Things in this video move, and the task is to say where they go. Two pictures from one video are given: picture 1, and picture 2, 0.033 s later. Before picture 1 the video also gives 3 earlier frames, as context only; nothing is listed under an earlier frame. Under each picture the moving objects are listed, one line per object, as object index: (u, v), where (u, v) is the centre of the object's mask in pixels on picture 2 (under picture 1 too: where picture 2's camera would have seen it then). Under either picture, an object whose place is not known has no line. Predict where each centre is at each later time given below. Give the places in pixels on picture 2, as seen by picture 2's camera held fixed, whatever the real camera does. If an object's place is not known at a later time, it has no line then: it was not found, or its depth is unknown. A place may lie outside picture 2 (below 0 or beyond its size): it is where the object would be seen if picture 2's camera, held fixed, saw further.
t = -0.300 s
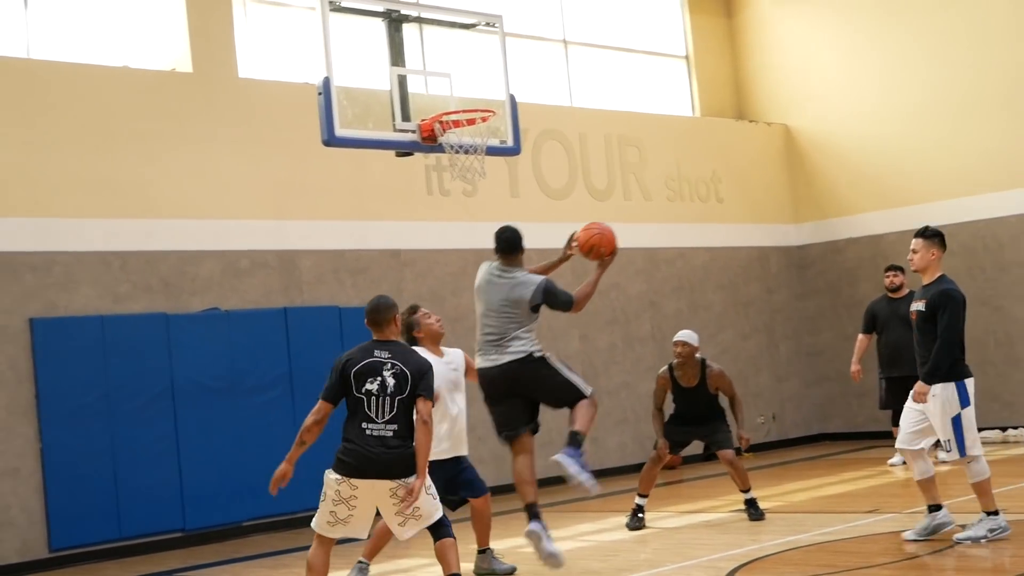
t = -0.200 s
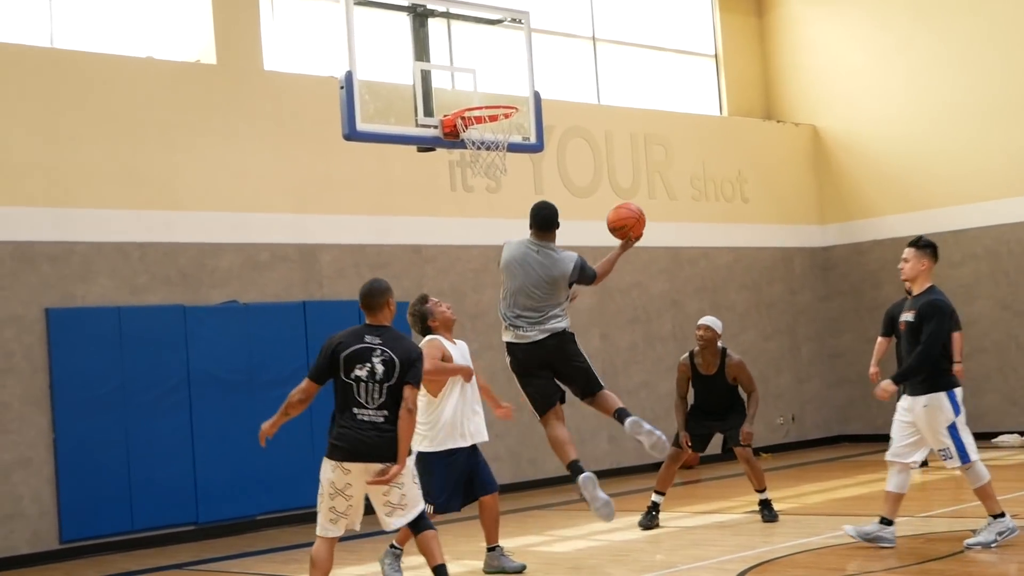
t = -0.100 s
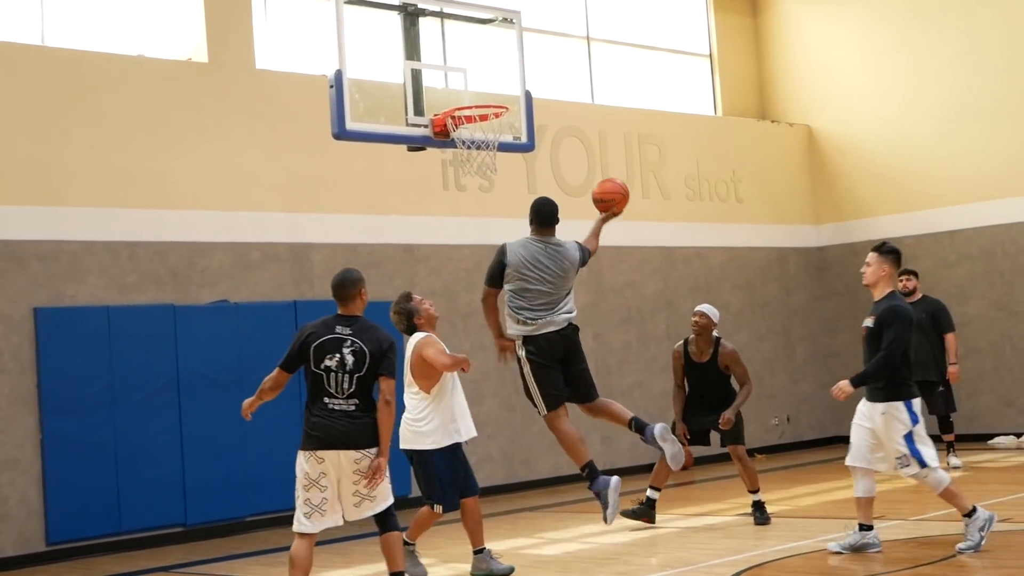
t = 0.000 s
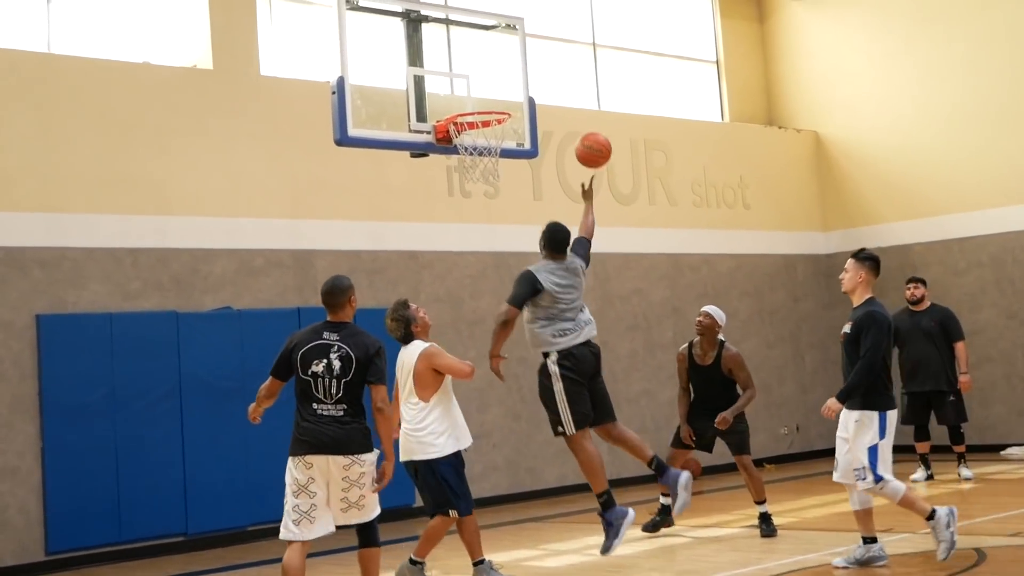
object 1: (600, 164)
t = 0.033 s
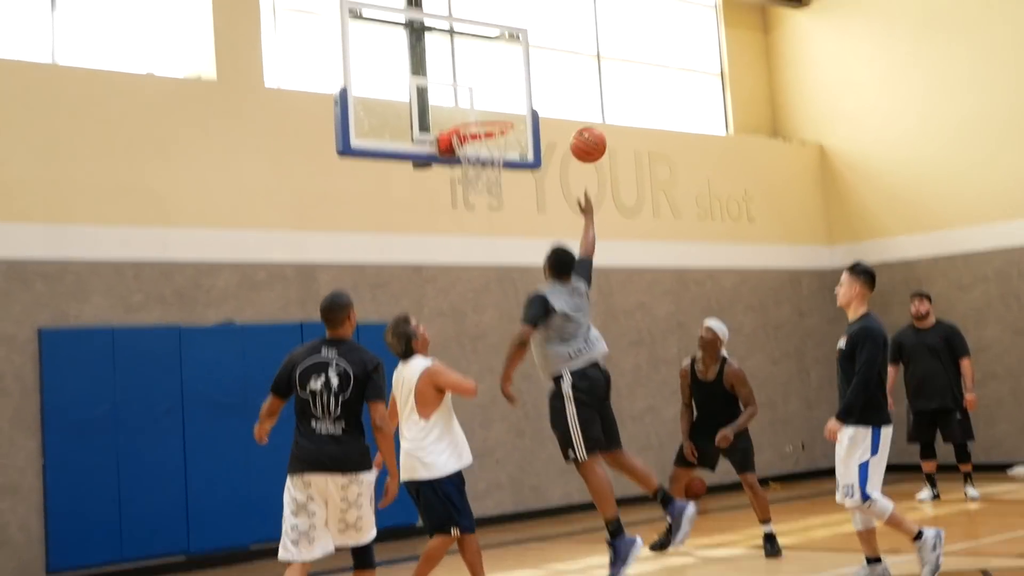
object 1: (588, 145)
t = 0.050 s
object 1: (584, 137)
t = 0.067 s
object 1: (580, 130)
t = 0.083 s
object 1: (577, 123)
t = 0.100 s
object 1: (573, 117)
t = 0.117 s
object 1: (569, 111)
